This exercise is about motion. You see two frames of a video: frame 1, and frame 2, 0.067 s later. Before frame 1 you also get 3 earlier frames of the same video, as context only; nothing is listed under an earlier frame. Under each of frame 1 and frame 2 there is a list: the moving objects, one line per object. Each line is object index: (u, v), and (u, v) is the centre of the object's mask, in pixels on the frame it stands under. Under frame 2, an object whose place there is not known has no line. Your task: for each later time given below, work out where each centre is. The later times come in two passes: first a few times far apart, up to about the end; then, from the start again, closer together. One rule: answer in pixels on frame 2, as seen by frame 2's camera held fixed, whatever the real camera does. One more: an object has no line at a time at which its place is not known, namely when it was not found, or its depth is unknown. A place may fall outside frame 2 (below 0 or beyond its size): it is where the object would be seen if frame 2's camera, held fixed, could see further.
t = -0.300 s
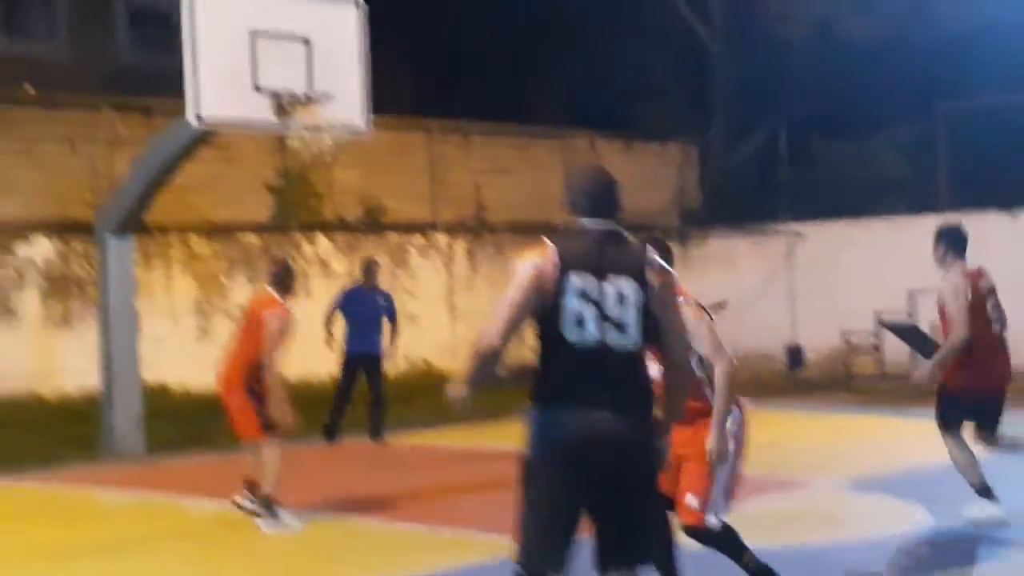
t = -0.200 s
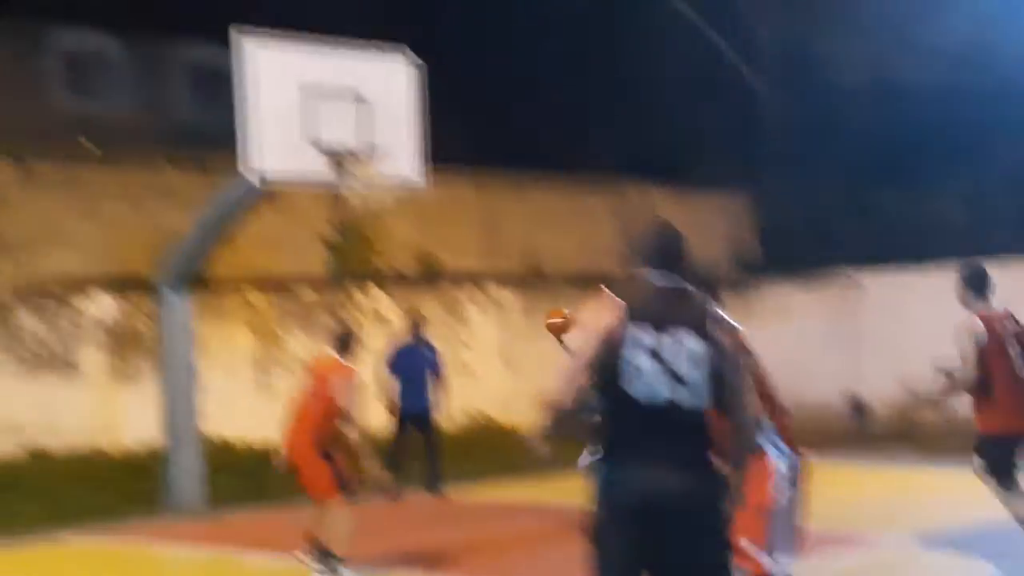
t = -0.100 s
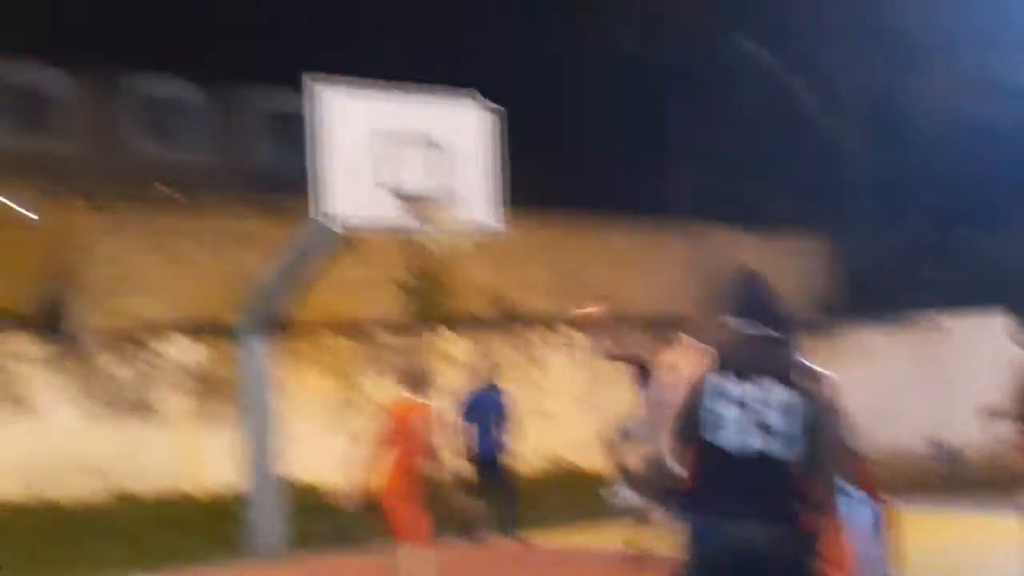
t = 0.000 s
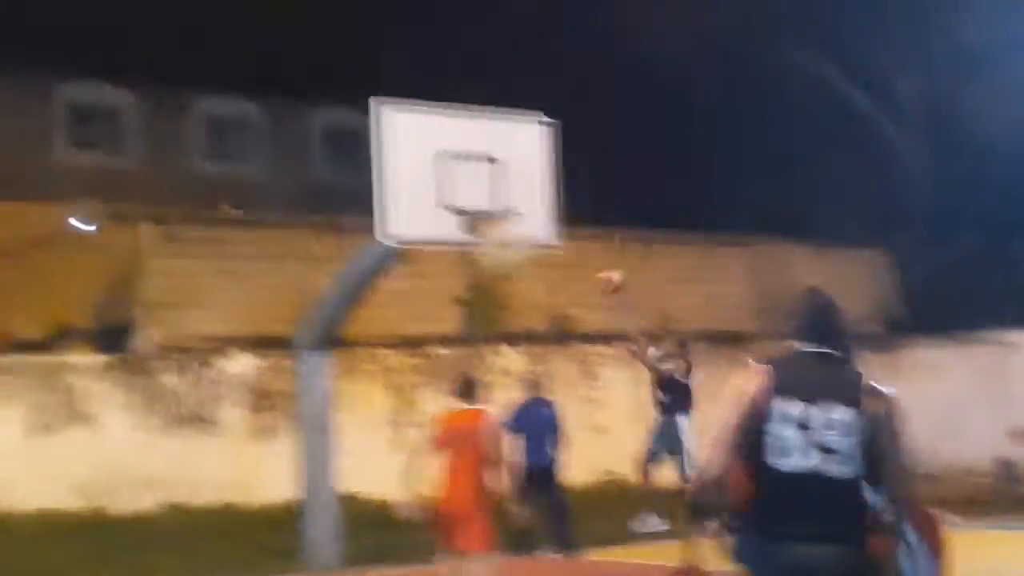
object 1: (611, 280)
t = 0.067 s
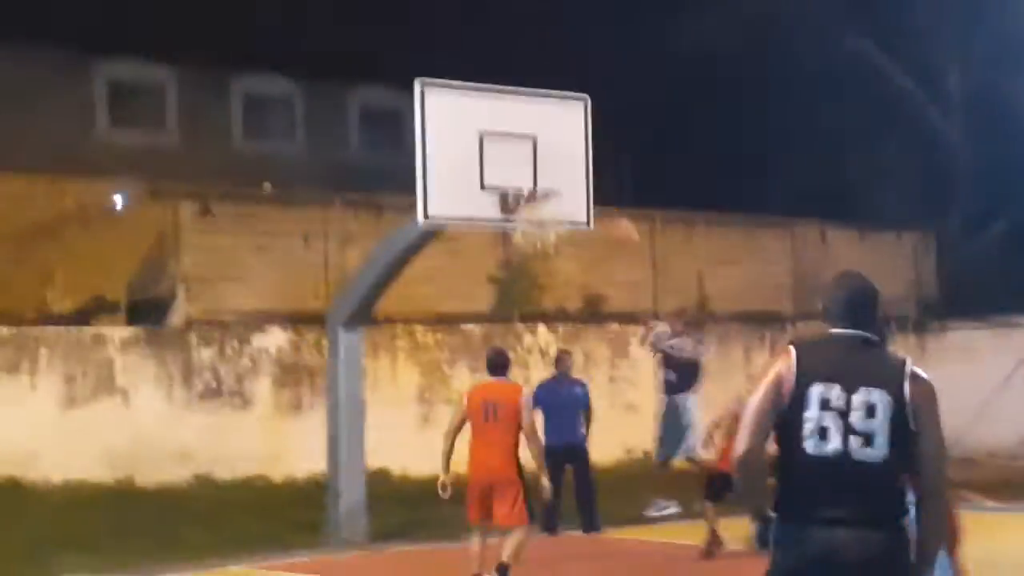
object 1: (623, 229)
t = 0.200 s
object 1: (576, 195)
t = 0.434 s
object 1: (551, 179)
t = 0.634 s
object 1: (547, 181)
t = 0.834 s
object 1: (529, 216)
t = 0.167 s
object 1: (590, 203)
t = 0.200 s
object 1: (576, 195)
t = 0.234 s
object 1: (566, 191)
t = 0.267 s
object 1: (560, 185)
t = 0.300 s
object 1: (557, 183)
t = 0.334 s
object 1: (556, 180)
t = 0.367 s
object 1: (553, 179)
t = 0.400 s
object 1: (552, 180)
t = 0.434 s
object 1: (551, 179)
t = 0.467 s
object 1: (550, 177)
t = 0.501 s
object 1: (548, 175)
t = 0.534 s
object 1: (548, 174)
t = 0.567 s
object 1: (547, 176)
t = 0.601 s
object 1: (547, 178)
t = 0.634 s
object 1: (547, 181)
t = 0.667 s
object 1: (548, 184)
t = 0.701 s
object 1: (545, 188)
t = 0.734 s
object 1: (539, 198)
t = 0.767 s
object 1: (536, 205)
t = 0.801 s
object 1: (533, 212)
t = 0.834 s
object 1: (529, 216)
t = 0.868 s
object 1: (526, 231)
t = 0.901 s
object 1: (528, 241)
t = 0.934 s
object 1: (524, 242)
